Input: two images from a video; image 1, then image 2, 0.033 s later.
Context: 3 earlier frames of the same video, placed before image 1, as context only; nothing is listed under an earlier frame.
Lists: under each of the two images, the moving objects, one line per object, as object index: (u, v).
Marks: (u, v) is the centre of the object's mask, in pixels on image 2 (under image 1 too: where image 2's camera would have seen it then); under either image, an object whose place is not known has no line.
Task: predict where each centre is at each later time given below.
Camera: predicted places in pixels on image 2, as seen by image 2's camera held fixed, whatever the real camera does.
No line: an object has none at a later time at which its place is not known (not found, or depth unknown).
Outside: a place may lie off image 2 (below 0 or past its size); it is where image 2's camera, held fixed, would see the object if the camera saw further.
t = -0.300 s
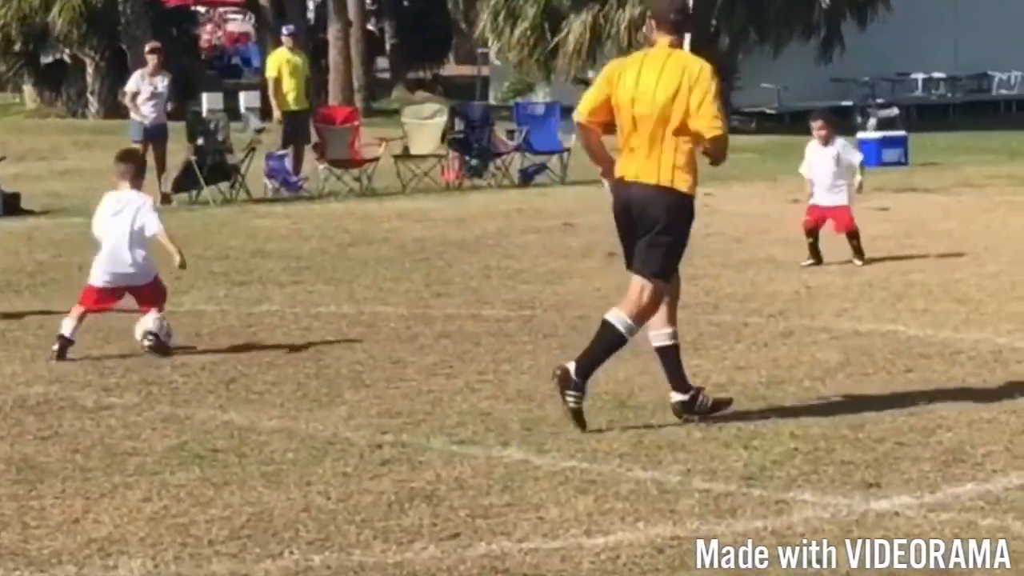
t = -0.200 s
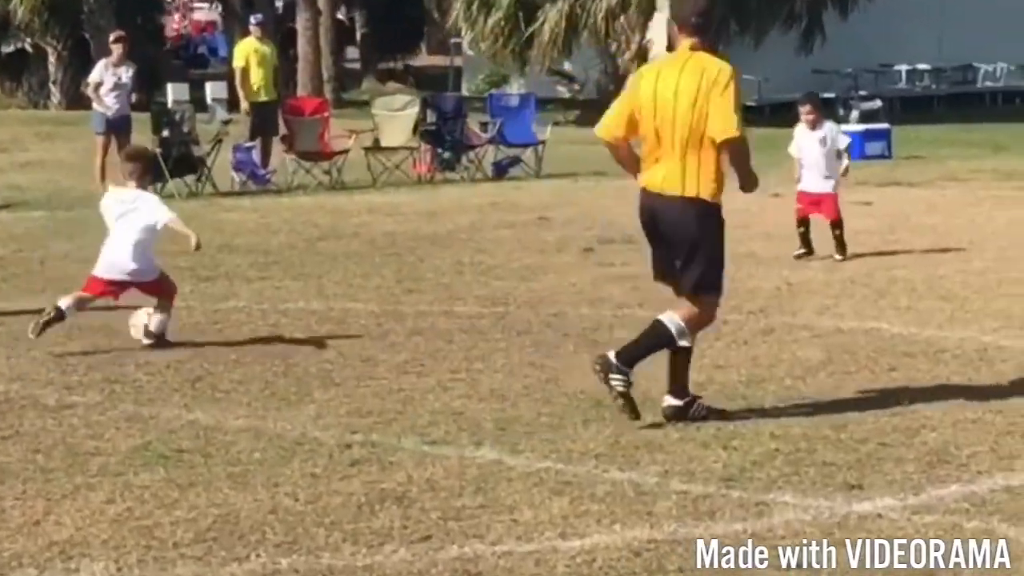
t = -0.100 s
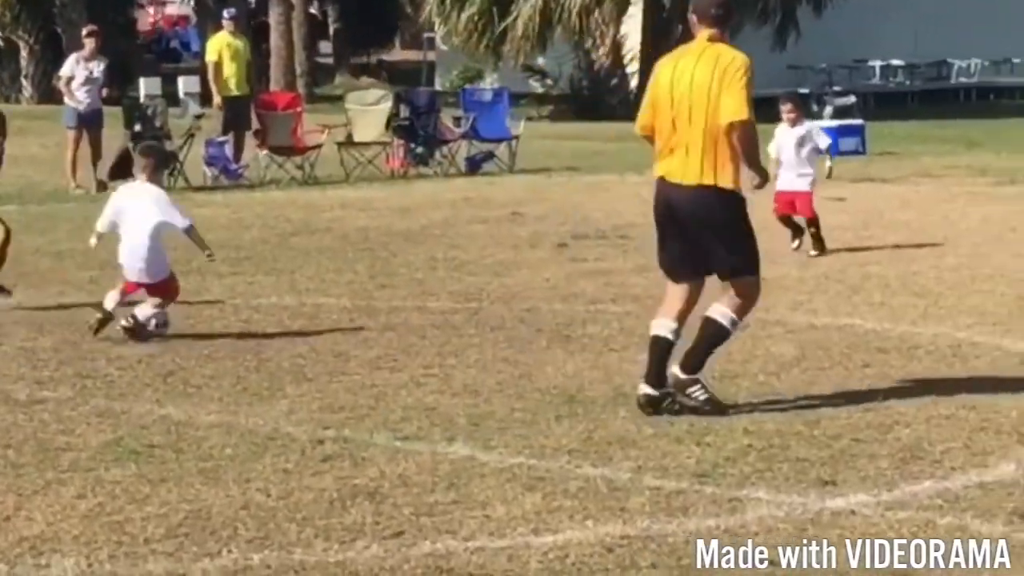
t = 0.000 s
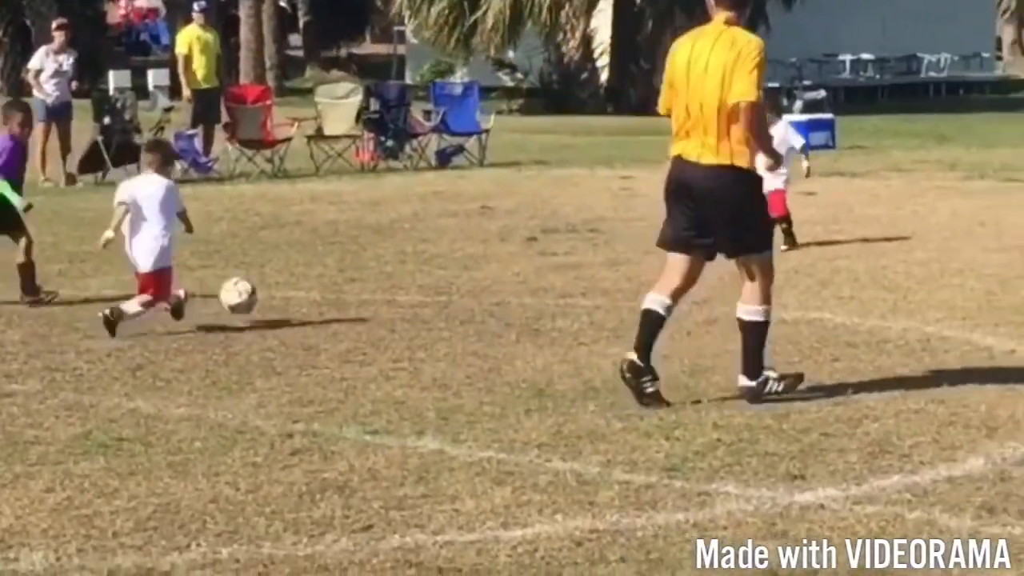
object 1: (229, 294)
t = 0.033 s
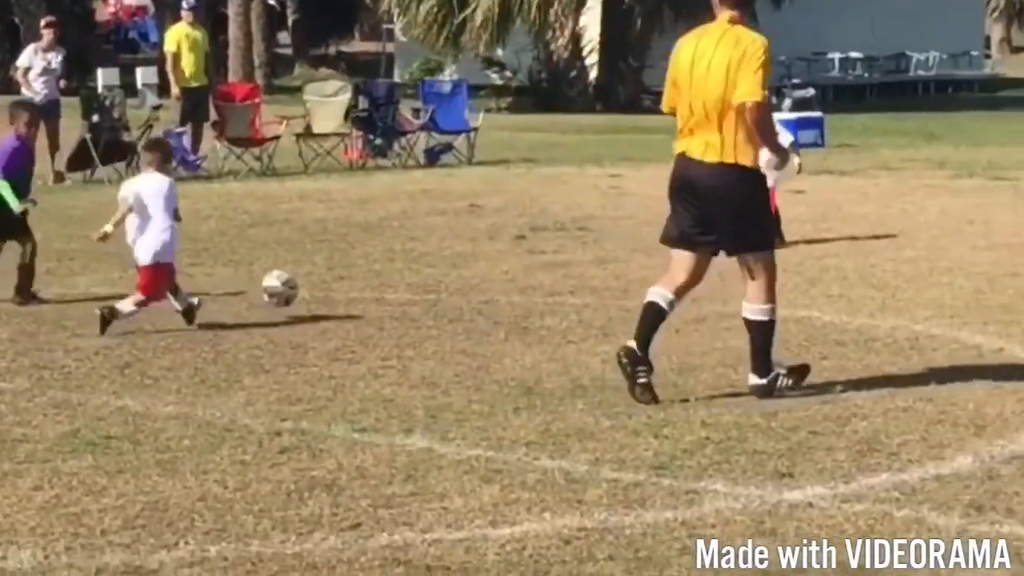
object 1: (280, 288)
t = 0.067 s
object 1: (330, 285)
